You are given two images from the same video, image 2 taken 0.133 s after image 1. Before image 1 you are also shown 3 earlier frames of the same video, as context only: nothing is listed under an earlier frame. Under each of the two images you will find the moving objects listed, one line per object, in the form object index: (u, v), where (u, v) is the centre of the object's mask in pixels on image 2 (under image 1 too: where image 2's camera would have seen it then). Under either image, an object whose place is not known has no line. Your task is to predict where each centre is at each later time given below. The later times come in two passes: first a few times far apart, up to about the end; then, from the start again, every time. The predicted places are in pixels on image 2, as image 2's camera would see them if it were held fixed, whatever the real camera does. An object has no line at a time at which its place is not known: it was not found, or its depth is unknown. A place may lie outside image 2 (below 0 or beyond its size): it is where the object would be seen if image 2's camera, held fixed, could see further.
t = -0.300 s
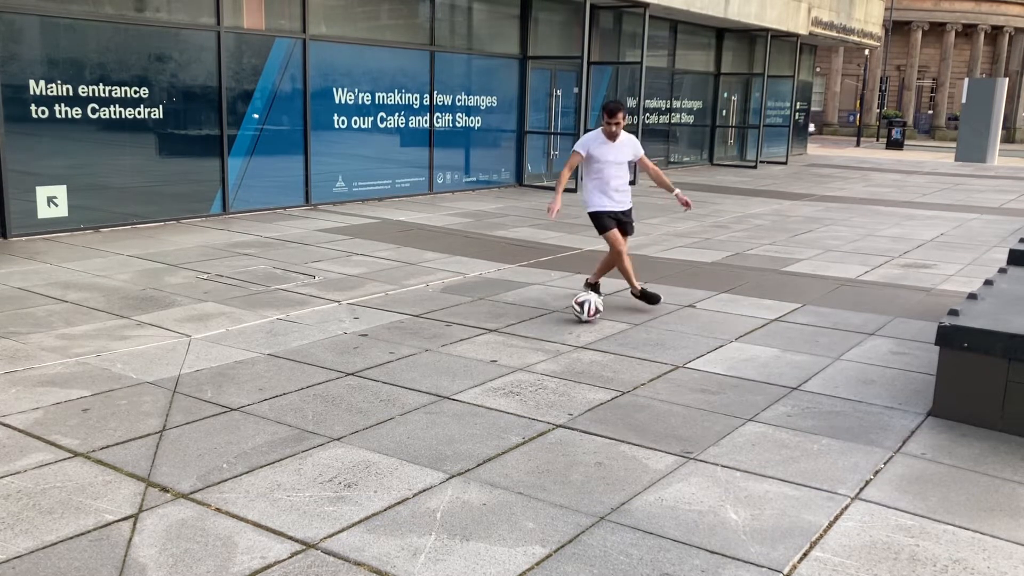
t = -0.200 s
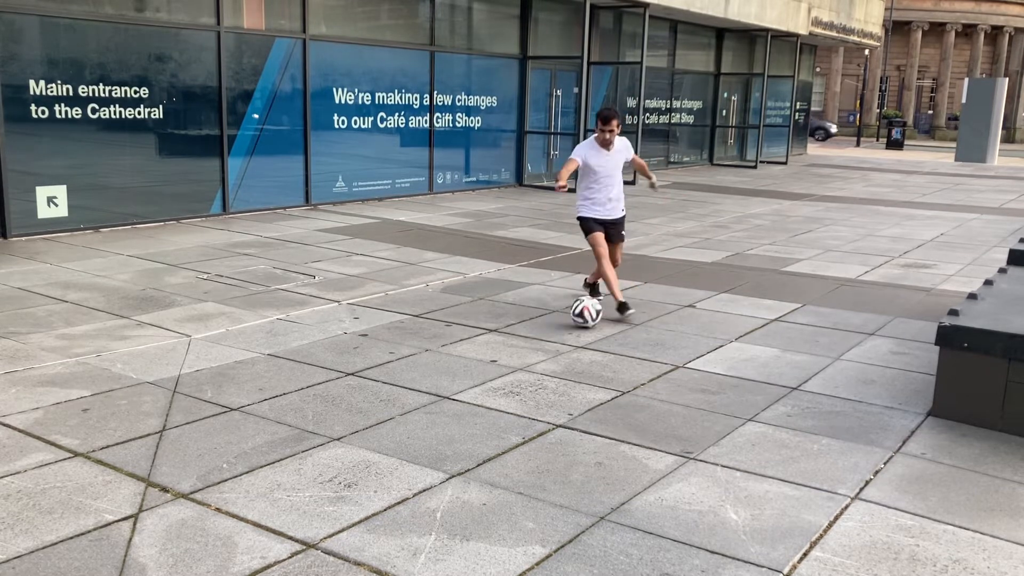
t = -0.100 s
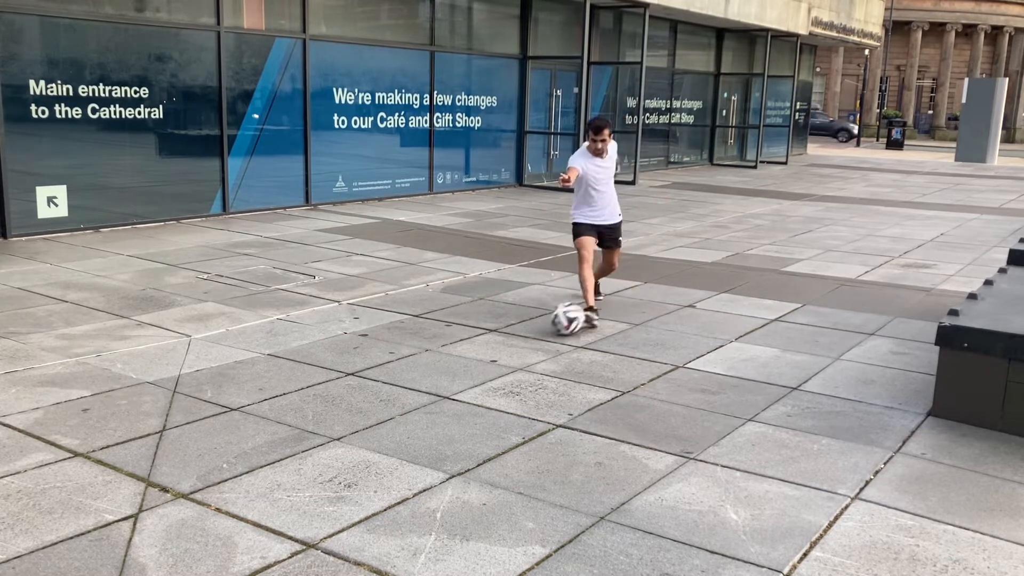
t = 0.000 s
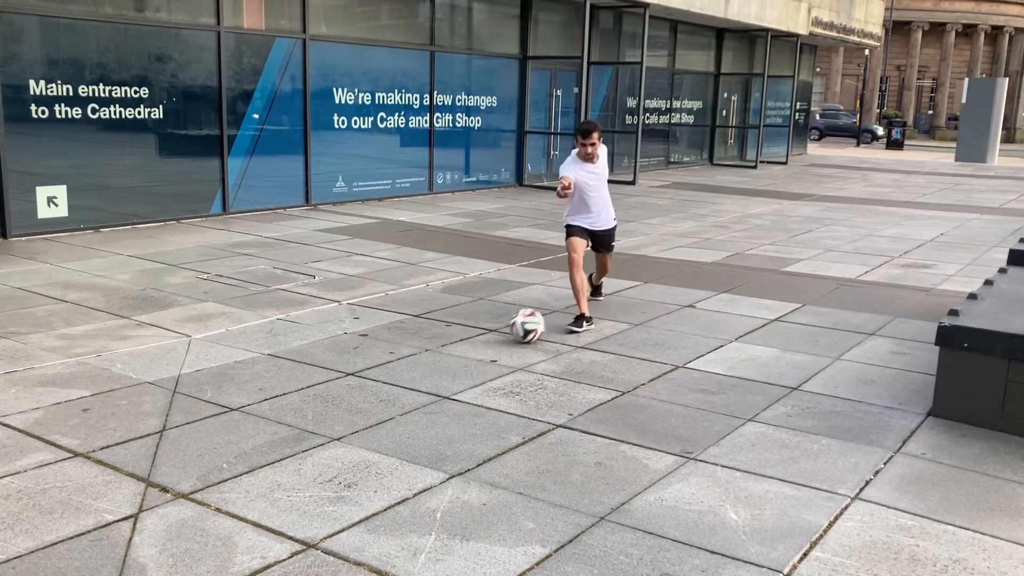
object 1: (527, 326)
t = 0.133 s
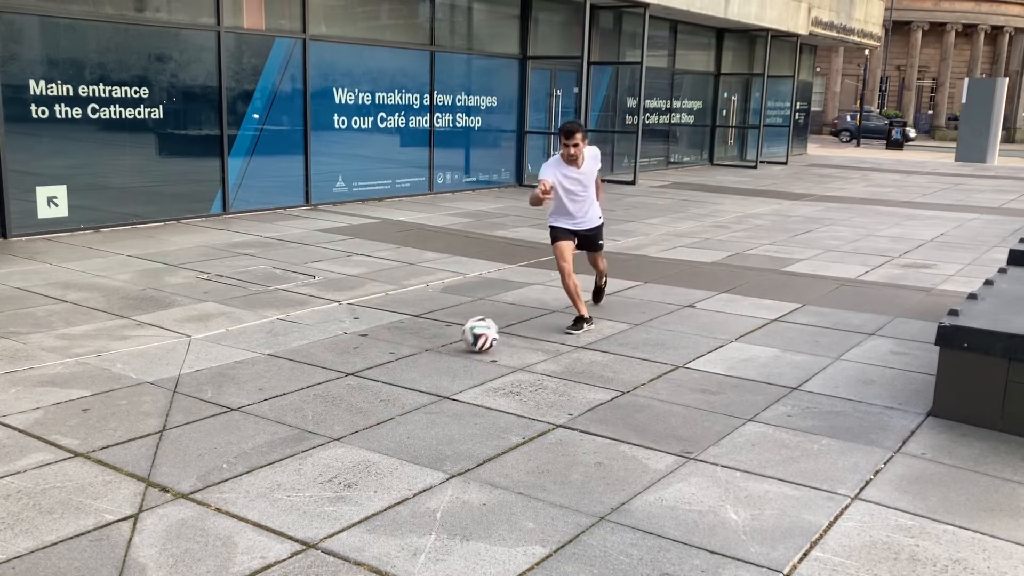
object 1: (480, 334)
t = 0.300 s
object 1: (424, 345)
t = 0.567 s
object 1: (318, 367)
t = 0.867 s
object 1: (175, 397)
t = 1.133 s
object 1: (24, 428)
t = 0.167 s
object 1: (469, 336)
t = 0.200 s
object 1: (457, 339)
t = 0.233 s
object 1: (446, 339)
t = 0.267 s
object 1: (435, 341)
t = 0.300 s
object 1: (424, 345)
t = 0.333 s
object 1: (411, 347)
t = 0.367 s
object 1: (398, 351)
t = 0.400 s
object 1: (386, 353)
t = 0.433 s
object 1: (372, 357)
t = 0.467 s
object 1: (359, 359)
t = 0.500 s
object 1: (346, 361)
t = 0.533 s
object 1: (333, 364)
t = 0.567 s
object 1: (318, 367)
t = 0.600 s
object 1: (304, 370)
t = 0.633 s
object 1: (289, 373)
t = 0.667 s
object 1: (273, 376)
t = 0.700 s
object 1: (258, 379)
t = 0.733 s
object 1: (242, 383)
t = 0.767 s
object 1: (226, 386)
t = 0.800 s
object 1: (210, 390)
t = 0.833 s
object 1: (193, 393)
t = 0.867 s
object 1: (175, 397)
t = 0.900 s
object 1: (158, 400)
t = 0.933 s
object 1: (138, 404)
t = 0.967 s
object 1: (120, 408)
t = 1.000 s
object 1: (101, 412)
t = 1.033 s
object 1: (82, 415)
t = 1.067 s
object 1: (62, 419)
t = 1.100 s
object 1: (43, 423)
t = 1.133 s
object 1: (24, 428)
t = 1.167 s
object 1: (14, 431)
